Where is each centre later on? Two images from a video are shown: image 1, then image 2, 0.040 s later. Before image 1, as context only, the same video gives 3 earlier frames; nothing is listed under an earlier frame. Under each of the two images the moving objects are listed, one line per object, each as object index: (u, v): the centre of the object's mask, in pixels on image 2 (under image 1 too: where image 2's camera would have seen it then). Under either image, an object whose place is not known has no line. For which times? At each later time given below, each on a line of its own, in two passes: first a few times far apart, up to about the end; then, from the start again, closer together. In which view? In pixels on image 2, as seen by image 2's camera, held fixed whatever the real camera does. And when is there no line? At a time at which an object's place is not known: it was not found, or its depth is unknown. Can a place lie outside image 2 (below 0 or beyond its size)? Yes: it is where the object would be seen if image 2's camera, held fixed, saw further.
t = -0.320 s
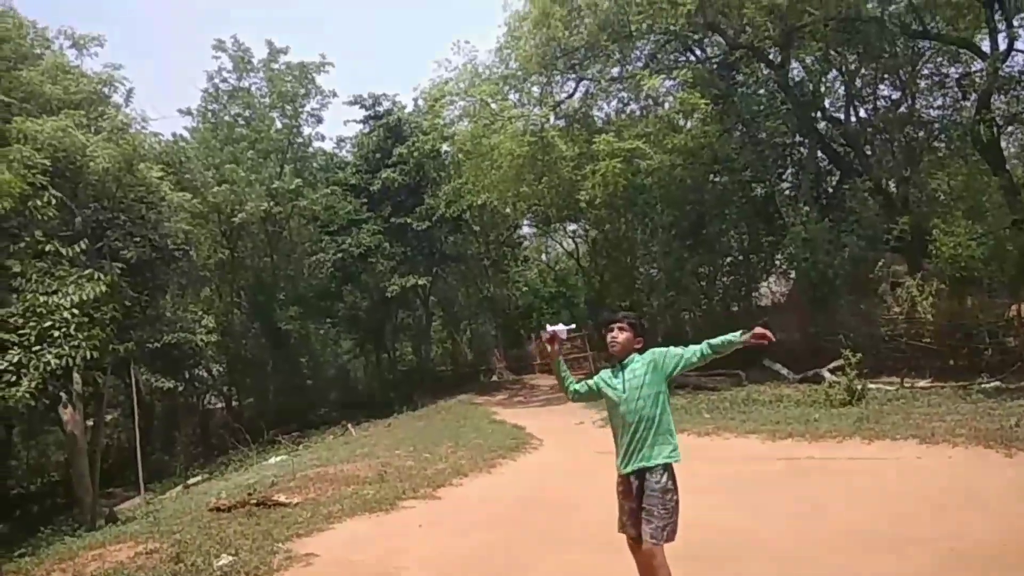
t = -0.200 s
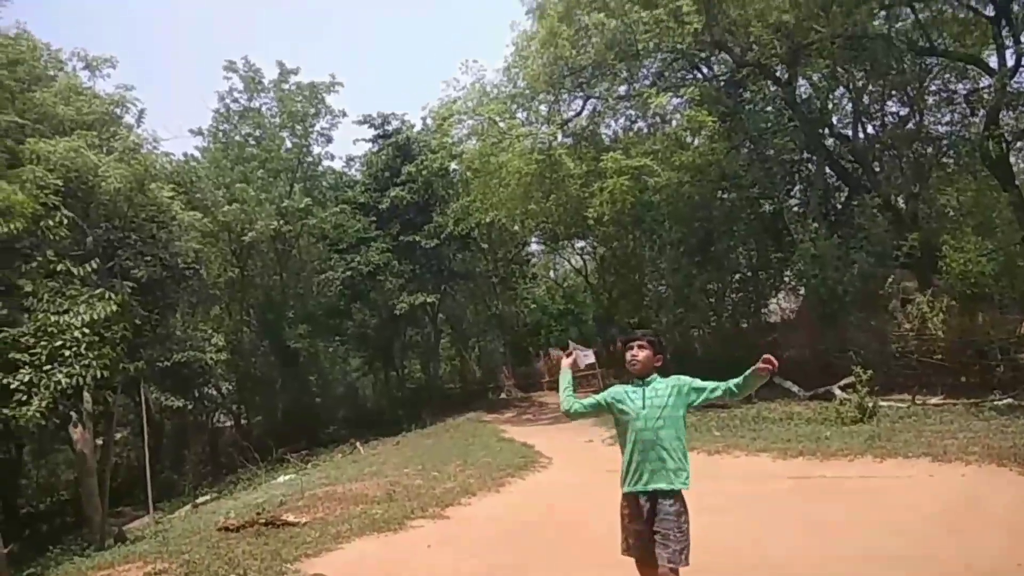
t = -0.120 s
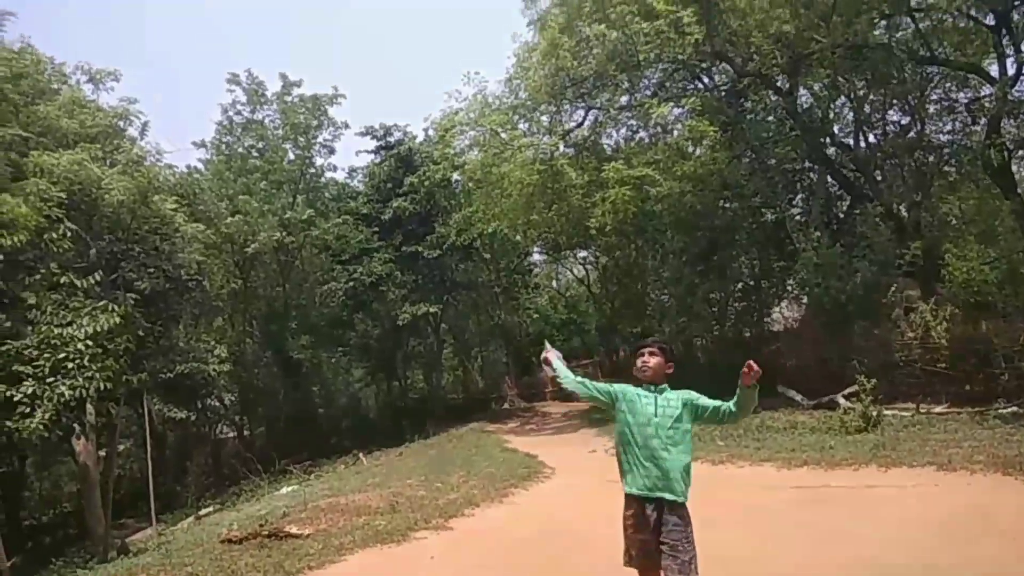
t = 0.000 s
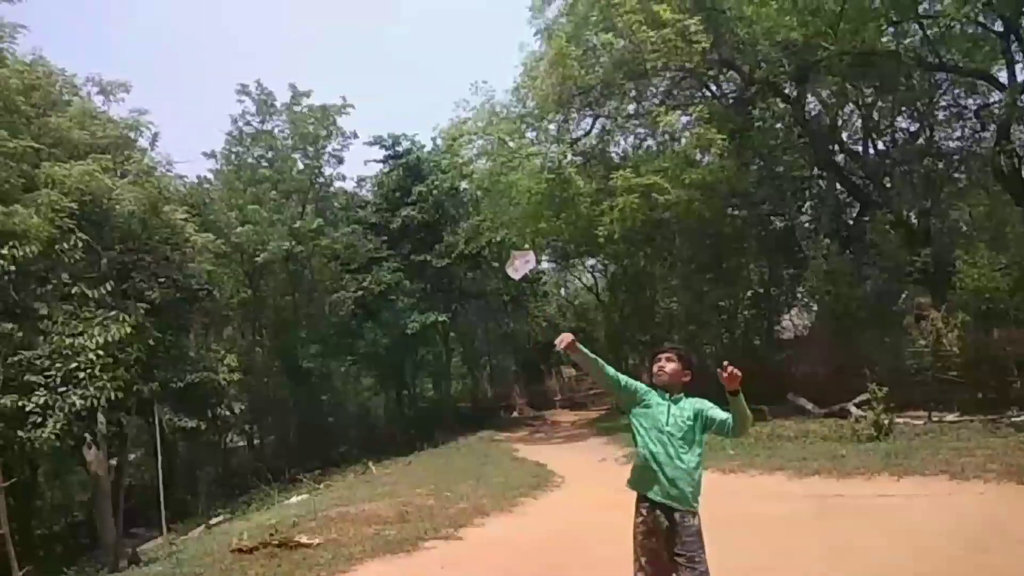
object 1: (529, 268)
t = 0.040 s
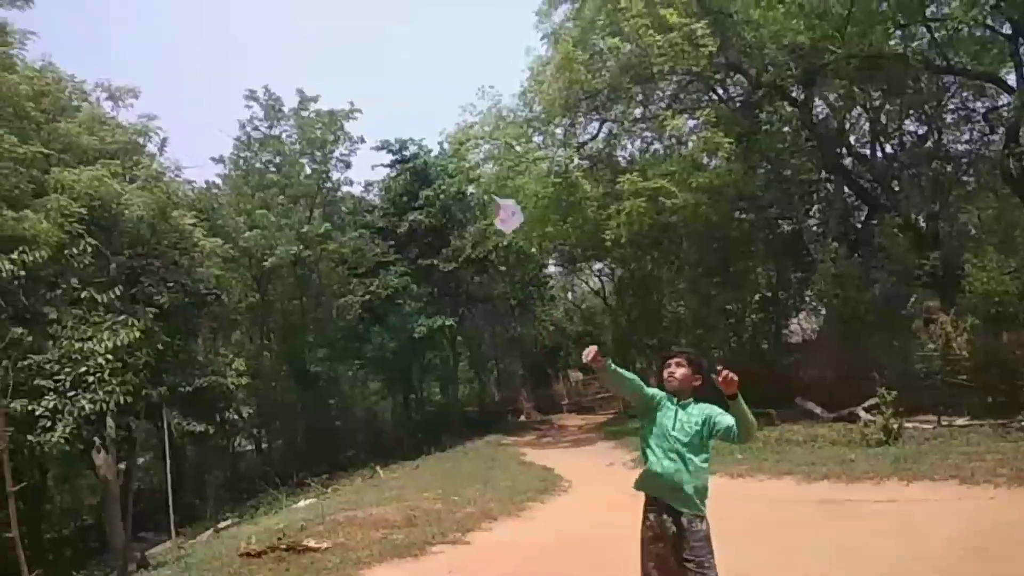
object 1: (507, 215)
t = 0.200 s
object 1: (395, 23)
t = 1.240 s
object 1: (375, 229)
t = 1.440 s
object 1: (448, 326)
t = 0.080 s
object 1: (484, 171)
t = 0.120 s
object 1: (456, 122)
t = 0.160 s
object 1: (425, 71)
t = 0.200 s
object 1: (395, 23)
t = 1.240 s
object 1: (375, 229)
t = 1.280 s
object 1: (388, 249)
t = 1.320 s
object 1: (402, 268)
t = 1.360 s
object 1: (415, 287)
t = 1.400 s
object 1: (430, 305)
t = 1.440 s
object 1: (448, 326)
